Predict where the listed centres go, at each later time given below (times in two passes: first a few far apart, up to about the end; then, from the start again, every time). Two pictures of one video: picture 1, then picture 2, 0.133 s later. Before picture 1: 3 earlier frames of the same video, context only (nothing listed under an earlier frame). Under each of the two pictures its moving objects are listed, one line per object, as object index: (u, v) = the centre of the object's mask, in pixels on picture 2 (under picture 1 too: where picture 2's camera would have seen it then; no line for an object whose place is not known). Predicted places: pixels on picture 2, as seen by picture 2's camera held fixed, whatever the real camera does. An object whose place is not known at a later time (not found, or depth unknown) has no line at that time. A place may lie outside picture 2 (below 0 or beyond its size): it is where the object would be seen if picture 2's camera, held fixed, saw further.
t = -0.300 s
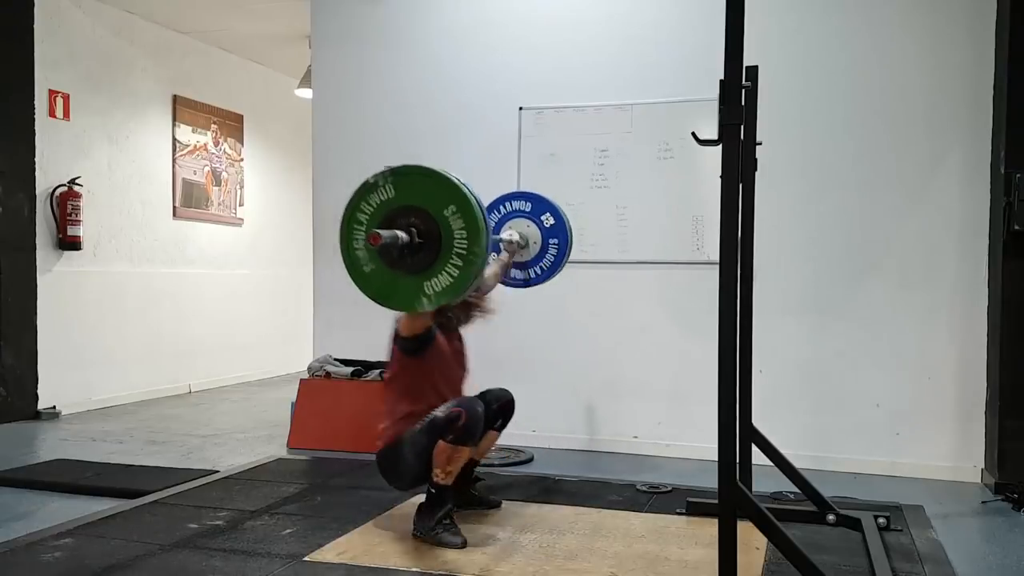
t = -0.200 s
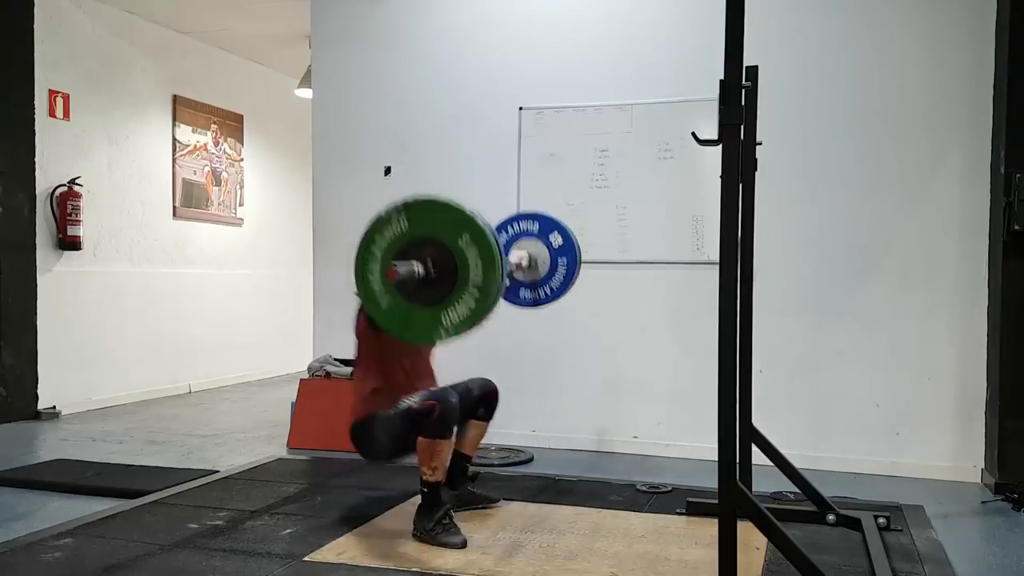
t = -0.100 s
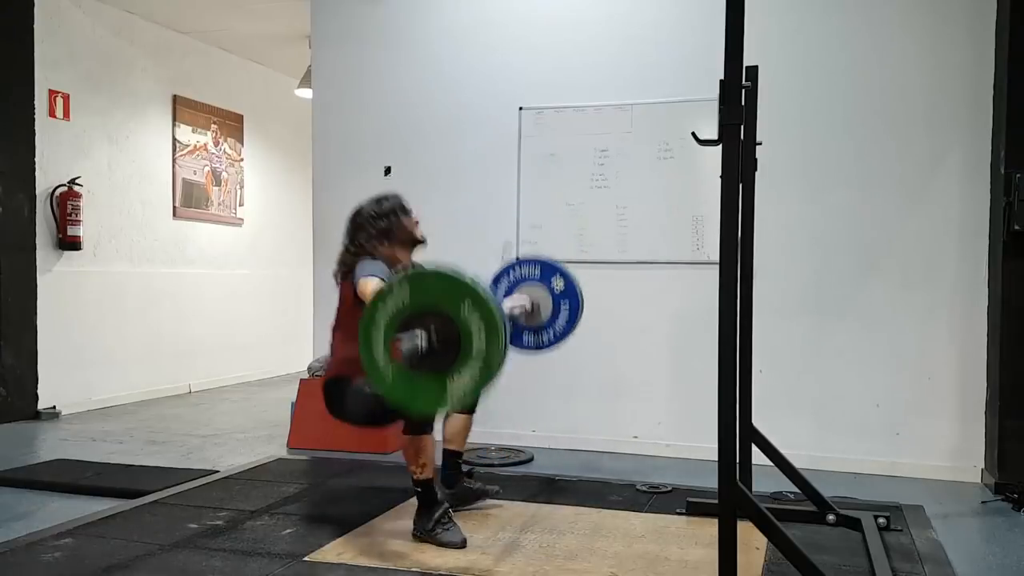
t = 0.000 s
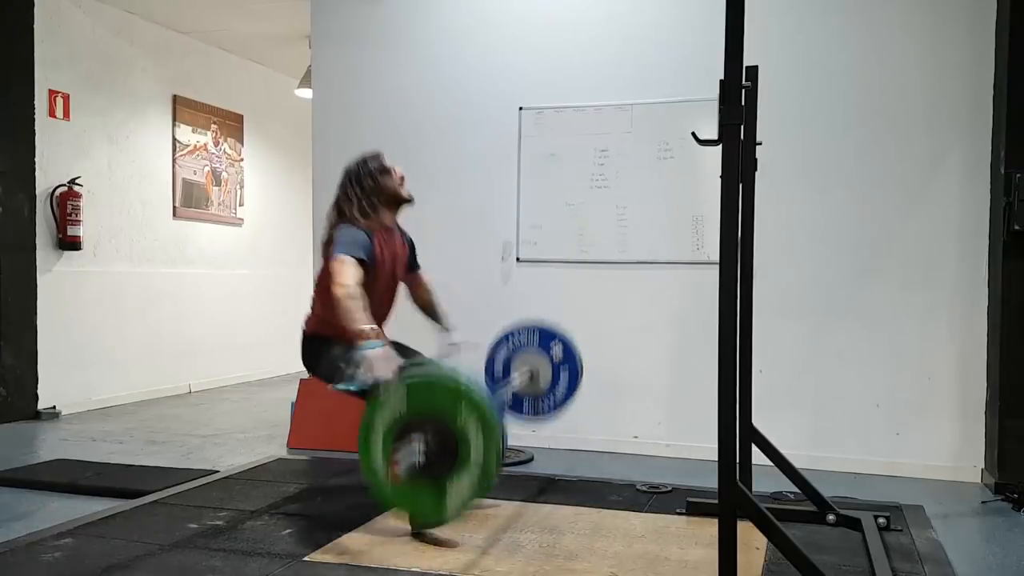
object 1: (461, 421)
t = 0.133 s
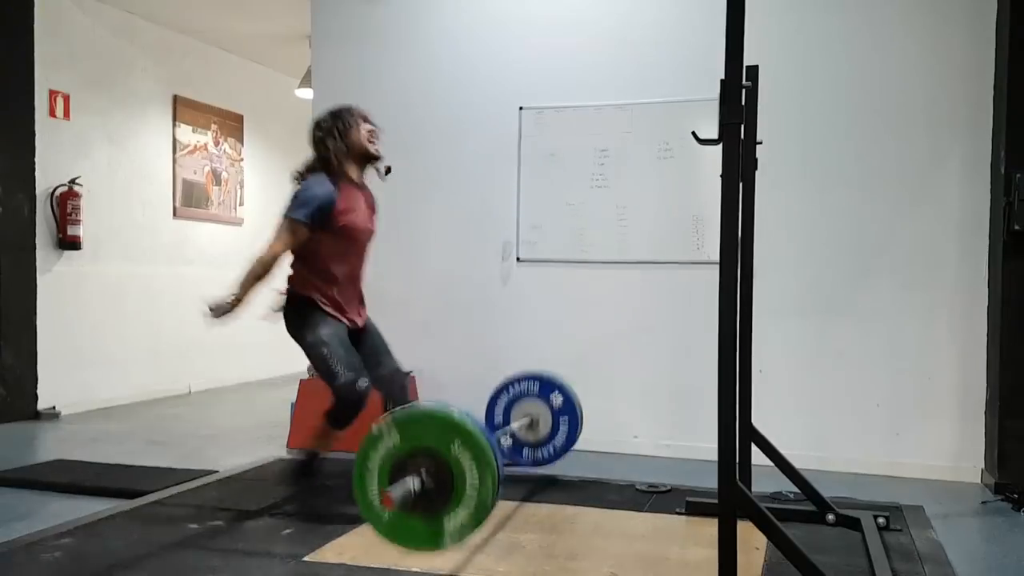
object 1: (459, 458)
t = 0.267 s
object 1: (458, 409)
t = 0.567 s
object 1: (452, 475)
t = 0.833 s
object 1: (446, 458)
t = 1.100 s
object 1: (440, 474)
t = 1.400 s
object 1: (434, 483)
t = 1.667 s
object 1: (433, 484)
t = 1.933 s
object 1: (432, 484)
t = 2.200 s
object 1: (432, 484)
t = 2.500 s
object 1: (433, 484)
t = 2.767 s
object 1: (435, 484)
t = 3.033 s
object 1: (435, 485)
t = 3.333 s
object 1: (437, 485)
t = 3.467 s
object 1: (437, 485)
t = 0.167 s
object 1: (460, 442)
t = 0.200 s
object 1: (458, 428)
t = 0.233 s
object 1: (458, 416)
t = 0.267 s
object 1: (458, 409)
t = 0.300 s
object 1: (457, 404)
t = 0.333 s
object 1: (456, 402)
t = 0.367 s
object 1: (456, 403)
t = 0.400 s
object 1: (455, 407)
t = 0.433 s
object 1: (454, 414)
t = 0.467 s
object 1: (454, 425)
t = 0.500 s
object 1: (453, 438)
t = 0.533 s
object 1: (452, 455)
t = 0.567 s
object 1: (452, 475)
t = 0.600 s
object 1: (451, 485)
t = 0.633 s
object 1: (450, 475)
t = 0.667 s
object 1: (450, 464)
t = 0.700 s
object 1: (449, 456)
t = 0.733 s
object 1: (449, 453)
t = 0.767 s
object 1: (448, 451)
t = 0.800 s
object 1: (447, 453)
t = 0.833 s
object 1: (446, 458)
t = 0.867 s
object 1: (446, 466)
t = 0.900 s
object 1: (444, 475)
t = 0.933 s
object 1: (445, 482)
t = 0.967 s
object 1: (444, 480)
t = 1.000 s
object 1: (442, 476)
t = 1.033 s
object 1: (441, 473)
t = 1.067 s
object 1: (440, 473)
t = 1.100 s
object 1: (440, 474)
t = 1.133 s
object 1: (439, 477)
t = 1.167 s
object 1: (438, 483)
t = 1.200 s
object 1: (438, 484)
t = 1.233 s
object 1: (437, 481)
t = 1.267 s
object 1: (436, 480)
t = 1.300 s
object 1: (435, 480)
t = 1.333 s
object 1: (435, 483)
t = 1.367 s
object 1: (435, 484)
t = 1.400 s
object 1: (434, 483)
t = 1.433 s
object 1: (434, 482)
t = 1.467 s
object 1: (434, 484)
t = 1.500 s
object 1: (434, 484)
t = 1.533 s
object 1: (433, 483)
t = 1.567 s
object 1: (433, 484)
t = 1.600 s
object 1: (433, 484)
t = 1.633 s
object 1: (433, 484)
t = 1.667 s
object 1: (433, 484)
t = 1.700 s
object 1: (433, 484)
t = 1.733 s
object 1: (432, 484)
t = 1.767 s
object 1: (432, 484)
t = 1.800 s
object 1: (432, 484)
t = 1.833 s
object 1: (432, 484)
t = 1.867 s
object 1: (432, 484)
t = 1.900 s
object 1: (432, 484)
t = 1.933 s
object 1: (432, 484)
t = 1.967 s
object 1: (432, 484)
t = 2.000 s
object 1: (432, 484)
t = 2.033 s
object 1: (432, 484)
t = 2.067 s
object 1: (432, 484)
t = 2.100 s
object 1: (432, 484)
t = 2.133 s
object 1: (432, 484)
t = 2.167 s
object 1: (432, 484)
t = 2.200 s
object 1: (432, 484)
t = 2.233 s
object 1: (433, 484)
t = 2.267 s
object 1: (433, 484)
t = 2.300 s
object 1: (433, 484)
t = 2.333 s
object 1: (433, 484)
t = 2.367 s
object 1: (433, 484)
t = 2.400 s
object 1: (433, 484)
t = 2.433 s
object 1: (433, 484)
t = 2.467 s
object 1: (433, 484)
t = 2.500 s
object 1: (433, 484)
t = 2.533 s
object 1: (434, 484)
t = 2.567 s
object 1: (434, 484)
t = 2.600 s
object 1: (434, 484)
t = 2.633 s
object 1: (434, 484)
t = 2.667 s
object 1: (434, 484)
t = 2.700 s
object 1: (434, 484)
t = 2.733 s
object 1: (434, 484)
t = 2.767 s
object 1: (435, 484)
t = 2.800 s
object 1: (435, 484)
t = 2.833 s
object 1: (435, 484)
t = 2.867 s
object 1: (435, 484)
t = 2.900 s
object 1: (435, 484)
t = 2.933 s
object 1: (435, 484)
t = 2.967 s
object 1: (435, 484)
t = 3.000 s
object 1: (435, 484)
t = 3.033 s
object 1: (435, 485)
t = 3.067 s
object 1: (436, 485)
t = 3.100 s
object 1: (436, 485)
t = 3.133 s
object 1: (436, 485)
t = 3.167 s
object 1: (436, 485)
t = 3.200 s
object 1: (436, 485)
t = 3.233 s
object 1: (436, 485)
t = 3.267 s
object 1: (437, 485)
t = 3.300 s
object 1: (437, 485)
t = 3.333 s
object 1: (437, 485)
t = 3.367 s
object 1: (437, 485)
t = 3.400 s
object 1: (437, 485)
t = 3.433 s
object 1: (437, 485)
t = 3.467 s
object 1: (437, 485)
